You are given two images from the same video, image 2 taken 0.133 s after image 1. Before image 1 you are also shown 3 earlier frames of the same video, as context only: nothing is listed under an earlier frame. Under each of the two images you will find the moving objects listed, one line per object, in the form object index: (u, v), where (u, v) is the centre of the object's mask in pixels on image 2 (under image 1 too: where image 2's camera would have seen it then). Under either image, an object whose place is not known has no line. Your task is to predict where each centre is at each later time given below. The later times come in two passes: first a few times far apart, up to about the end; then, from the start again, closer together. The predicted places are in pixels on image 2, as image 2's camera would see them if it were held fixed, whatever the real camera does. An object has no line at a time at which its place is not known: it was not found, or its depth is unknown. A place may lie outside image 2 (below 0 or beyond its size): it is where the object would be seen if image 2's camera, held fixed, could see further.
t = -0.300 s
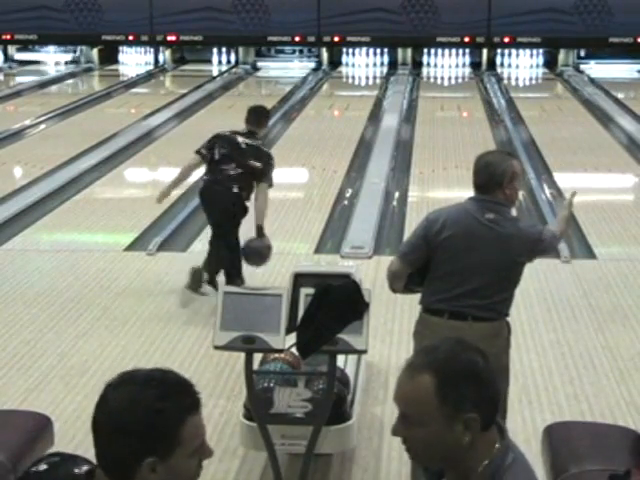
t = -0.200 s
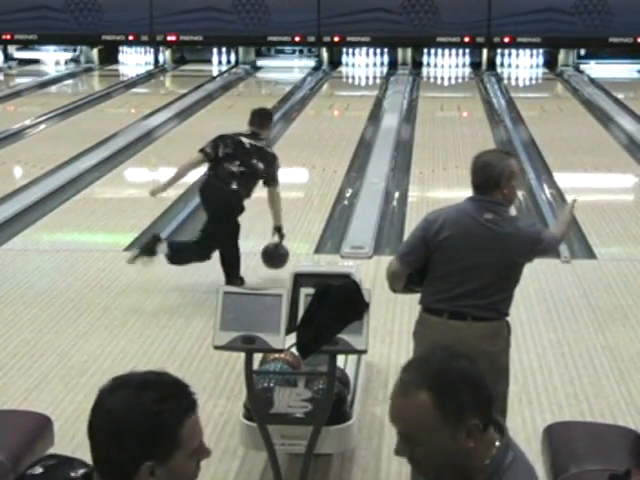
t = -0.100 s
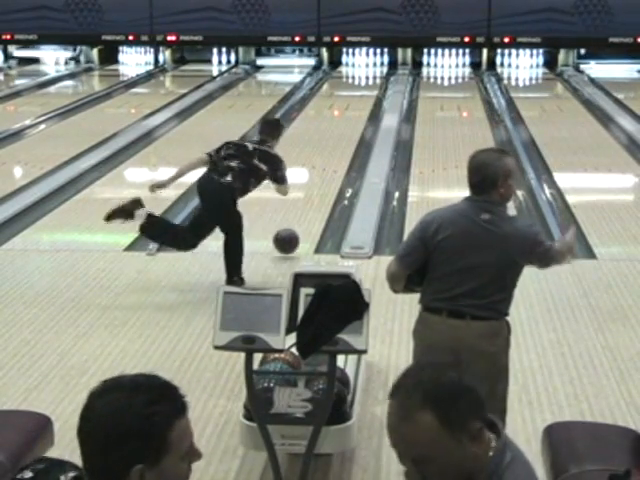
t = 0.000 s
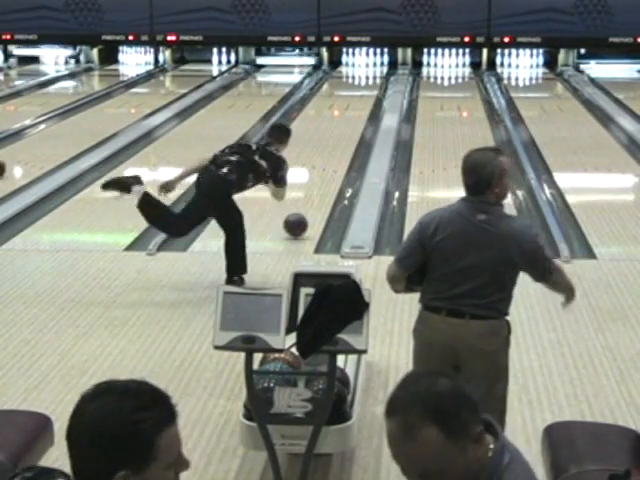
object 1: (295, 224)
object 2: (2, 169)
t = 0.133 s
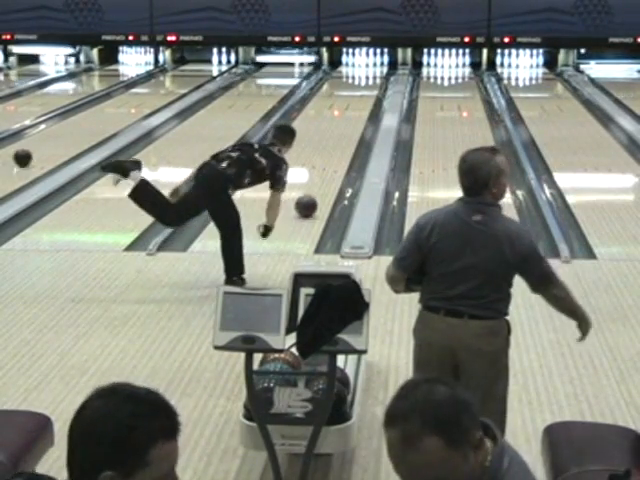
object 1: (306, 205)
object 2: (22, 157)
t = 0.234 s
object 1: (313, 191)
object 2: (41, 150)
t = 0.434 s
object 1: (324, 168)
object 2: (72, 136)
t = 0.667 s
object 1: (334, 146)
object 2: (104, 122)
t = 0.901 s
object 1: (342, 129)
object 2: (131, 110)
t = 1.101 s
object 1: (348, 116)
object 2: (150, 101)
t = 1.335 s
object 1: (353, 103)
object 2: (170, 92)
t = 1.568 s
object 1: (358, 93)
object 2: (187, 85)
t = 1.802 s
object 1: (361, 84)
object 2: (200, 78)
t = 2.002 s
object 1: (363, 76)
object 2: (207, 73)
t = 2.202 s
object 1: (363, 70)
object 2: (214, 69)
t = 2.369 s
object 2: (220, 65)
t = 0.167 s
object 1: (308, 201)
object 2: (29, 155)
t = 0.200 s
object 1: (310, 196)
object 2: (34, 152)
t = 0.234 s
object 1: (313, 191)
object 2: (41, 150)
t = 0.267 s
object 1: (315, 187)
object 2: (46, 147)
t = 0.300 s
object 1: (317, 183)
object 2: (51, 145)
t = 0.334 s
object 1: (318, 179)
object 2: (57, 142)
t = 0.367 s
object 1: (320, 175)
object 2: (62, 140)
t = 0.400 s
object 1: (322, 171)
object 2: (68, 138)
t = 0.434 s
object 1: (324, 168)
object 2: (72, 136)
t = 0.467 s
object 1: (325, 165)
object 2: (78, 134)
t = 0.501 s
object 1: (327, 161)
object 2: (82, 132)
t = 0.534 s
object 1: (329, 158)
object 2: (87, 129)
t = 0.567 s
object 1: (330, 155)
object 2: (91, 127)
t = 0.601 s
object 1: (331, 151)
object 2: (96, 125)
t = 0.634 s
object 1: (333, 149)
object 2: (100, 124)
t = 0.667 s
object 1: (334, 146)
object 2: (104, 122)
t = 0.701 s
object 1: (335, 143)
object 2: (108, 120)
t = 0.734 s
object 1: (337, 140)
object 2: (112, 118)
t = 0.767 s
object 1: (338, 138)
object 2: (116, 117)
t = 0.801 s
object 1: (339, 135)
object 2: (120, 115)
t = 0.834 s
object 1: (340, 133)
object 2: (124, 113)
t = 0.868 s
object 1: (341, 131)
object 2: (128, 112)
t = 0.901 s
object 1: (342, 129)
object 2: (131, 110)
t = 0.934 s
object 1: (343, 126)
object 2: (134, 108)
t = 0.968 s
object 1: (344, 124)
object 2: (138, 107)
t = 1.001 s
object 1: (345, 122)
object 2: (141, 105)
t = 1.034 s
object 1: (346, 120)
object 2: (144, 104)
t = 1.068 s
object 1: (347, 118)
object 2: (147, 103)
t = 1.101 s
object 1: (348, 116)
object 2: (150, 101)
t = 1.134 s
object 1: (349, 114)
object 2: (154, 100)
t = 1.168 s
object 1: (350, 112)
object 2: (157, 99)
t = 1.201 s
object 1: (351, 110)
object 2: (160, 97)
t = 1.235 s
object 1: (351, 108)
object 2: (163, 96)
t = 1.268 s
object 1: (352, 107)
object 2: (166, 95)
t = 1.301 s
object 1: (353, 105)
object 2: (168, 94)
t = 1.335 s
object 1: (353, 103)
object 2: (170, 92)
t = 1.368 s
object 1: (354, 102)
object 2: (172, 91)
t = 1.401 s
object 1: (355, 100)
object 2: (176, 90)
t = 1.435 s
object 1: (356, 98)
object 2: (178, 89)
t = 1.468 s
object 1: (356, 97)
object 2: (180, 87)
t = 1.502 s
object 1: (357, 95)
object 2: (183, 86)
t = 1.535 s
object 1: (357, 94)
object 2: (185, 86)
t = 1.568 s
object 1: (358, 93)
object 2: (187, 85)
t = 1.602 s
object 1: (358, 91)
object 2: (189, 84)
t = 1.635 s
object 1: (359, 90)
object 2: (191, 83)
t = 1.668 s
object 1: (359, 88)
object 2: (193, 82)
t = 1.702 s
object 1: (359, 87)
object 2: (195, 82)
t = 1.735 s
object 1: (360, 86)
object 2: (196, 81)
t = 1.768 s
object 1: (360, 85)
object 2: (198, 80)
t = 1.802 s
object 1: (361, 84)
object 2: (200, 78)
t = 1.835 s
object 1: (362, 82)
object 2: (201, 76)
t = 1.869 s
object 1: (362, 80)
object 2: (203, 75)
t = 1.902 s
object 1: (362, 80)
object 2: (204, 75)
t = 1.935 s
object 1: (363, 79)
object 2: (205, 75)
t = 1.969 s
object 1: (363, 78)
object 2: (206, 74)
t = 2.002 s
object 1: (363, 76)
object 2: (207, 73)
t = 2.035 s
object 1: (363, 75)
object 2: (208, 72)
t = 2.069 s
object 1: (363, 74)
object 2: (209, 71)
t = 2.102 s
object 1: (363, 73)
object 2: (211, 70)
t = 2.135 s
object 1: (363, 72)
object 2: (212, 70)
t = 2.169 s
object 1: (363, 71)
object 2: (213, 69)
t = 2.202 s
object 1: (363, 70)
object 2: (214, 69)
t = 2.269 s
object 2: (217, 67)
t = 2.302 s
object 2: (217, 66)
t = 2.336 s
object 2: (219, 65)
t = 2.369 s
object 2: (220, 65)
